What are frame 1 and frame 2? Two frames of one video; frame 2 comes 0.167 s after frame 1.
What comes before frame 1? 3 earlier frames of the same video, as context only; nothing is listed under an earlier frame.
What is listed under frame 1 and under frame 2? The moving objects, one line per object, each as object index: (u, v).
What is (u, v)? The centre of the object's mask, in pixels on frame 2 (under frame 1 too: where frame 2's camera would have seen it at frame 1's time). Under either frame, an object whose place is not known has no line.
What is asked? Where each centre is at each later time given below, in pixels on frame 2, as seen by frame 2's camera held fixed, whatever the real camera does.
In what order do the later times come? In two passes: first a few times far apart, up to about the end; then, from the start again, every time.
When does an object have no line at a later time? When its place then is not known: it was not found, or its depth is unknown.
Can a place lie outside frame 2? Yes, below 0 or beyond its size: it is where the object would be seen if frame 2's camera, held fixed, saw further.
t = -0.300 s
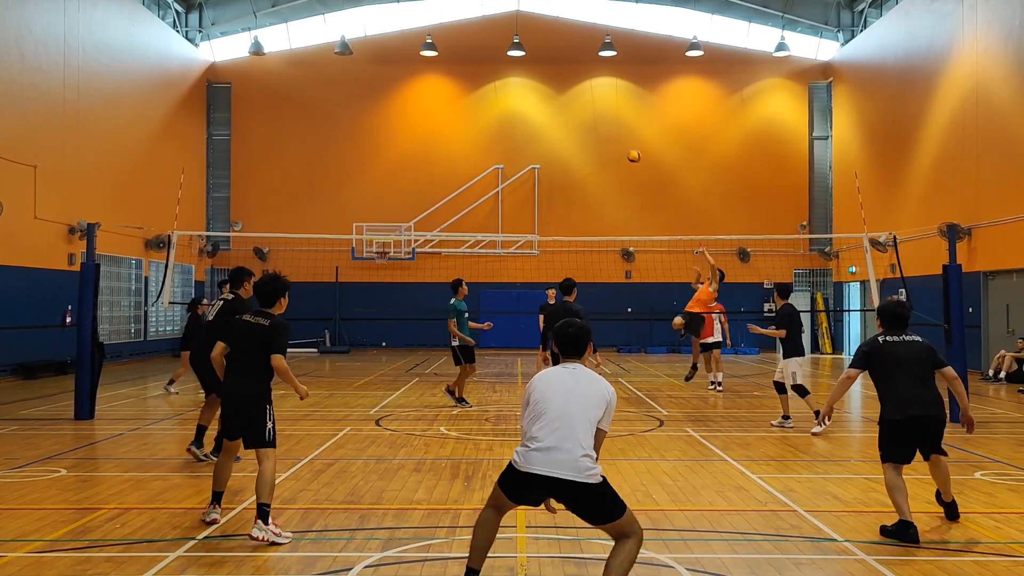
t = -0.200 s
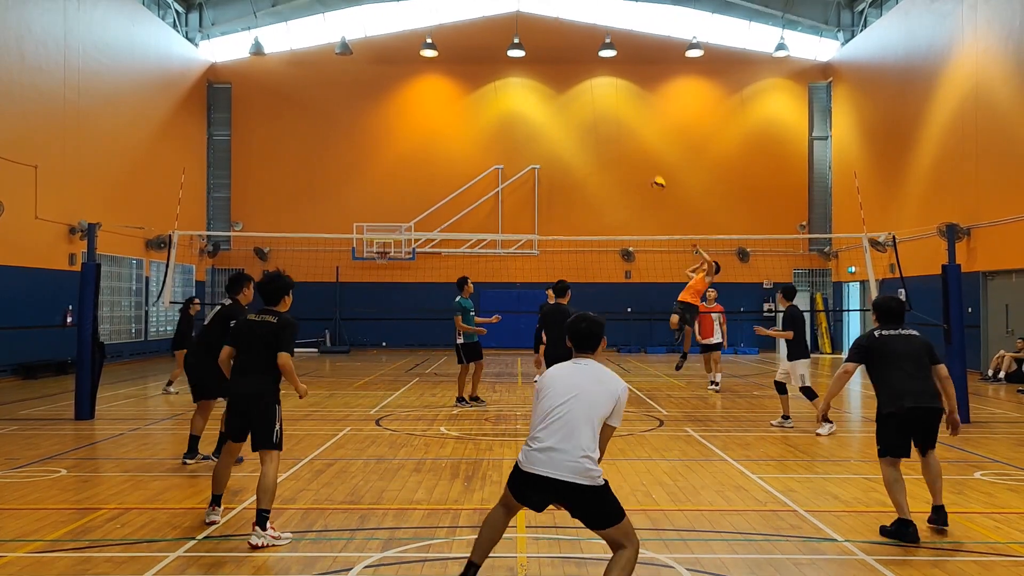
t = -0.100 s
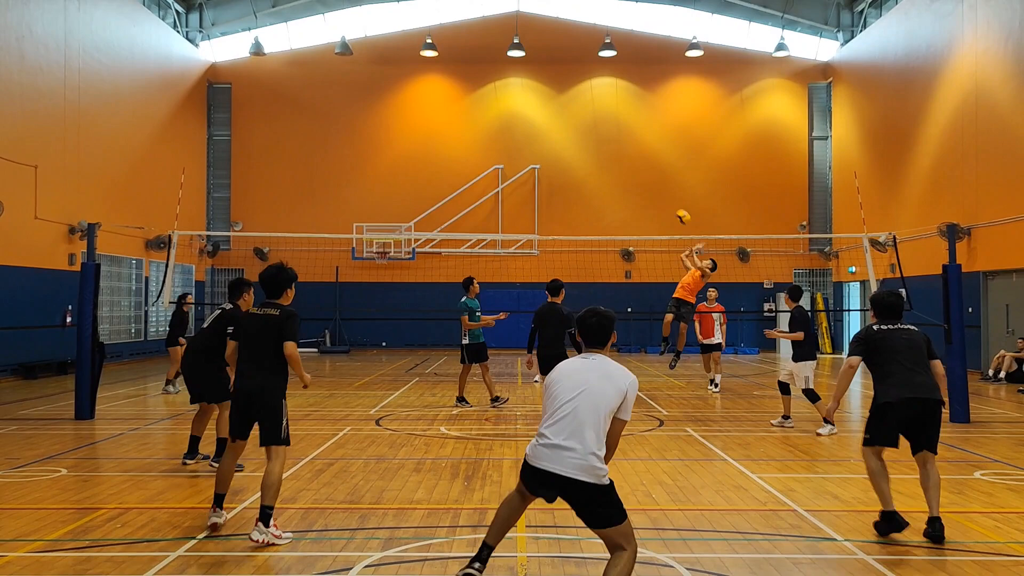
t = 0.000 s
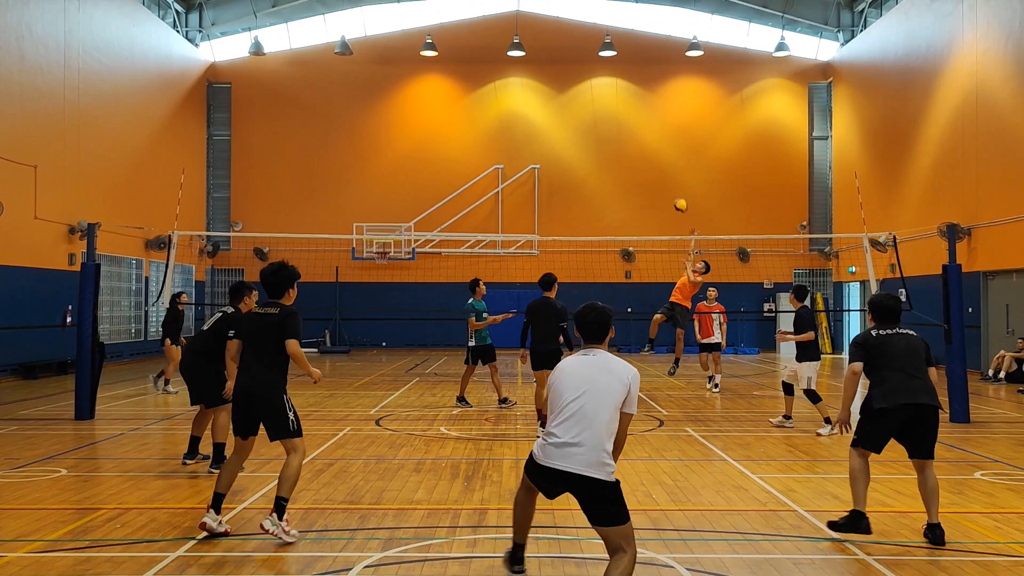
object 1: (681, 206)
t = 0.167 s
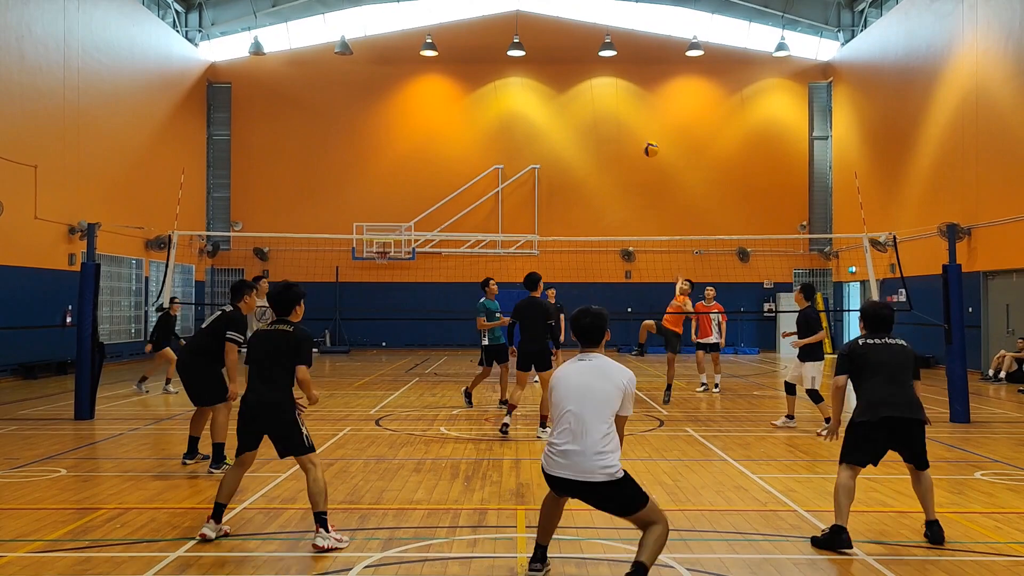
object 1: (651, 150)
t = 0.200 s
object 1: (644, 139)
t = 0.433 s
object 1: (590, 82)
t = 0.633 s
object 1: (536, 63)
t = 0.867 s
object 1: (453, 89)
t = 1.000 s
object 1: (390, 139)
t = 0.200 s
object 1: (644, 139)
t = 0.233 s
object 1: (636, 129)
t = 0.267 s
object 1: (630, 120)
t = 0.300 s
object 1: (623, 111)
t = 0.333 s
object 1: (615, 104)
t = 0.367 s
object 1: (607, 95)
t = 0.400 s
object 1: (599, 90)
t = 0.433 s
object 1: (590, 82)
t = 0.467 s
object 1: (583, 77)
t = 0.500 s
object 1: (573, 73)
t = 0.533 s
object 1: (564, 69)
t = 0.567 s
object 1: (555, 66)
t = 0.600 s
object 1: (545, 63)
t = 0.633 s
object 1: (536, 63)
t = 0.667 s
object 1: (525, 63)
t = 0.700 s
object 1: (514, 64)
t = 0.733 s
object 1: (503, 66)
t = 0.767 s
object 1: (491, 69)
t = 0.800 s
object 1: (479, 74)
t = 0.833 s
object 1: (466, 80)
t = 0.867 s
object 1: (453, 89)
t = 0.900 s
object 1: (438, 99)
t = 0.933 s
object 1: (422, 111)
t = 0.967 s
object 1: (406, 124)
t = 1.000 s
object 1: (390, 139)
